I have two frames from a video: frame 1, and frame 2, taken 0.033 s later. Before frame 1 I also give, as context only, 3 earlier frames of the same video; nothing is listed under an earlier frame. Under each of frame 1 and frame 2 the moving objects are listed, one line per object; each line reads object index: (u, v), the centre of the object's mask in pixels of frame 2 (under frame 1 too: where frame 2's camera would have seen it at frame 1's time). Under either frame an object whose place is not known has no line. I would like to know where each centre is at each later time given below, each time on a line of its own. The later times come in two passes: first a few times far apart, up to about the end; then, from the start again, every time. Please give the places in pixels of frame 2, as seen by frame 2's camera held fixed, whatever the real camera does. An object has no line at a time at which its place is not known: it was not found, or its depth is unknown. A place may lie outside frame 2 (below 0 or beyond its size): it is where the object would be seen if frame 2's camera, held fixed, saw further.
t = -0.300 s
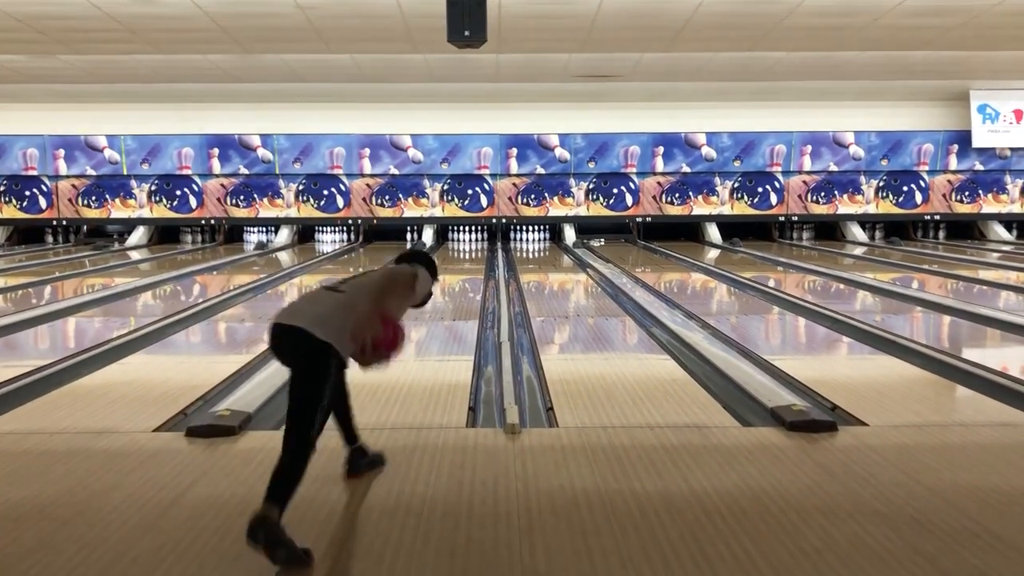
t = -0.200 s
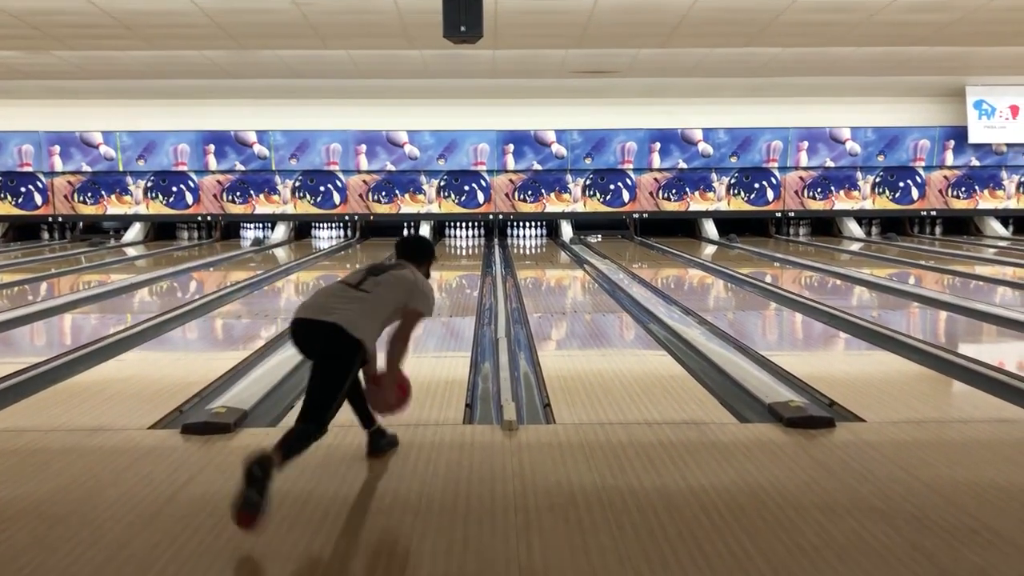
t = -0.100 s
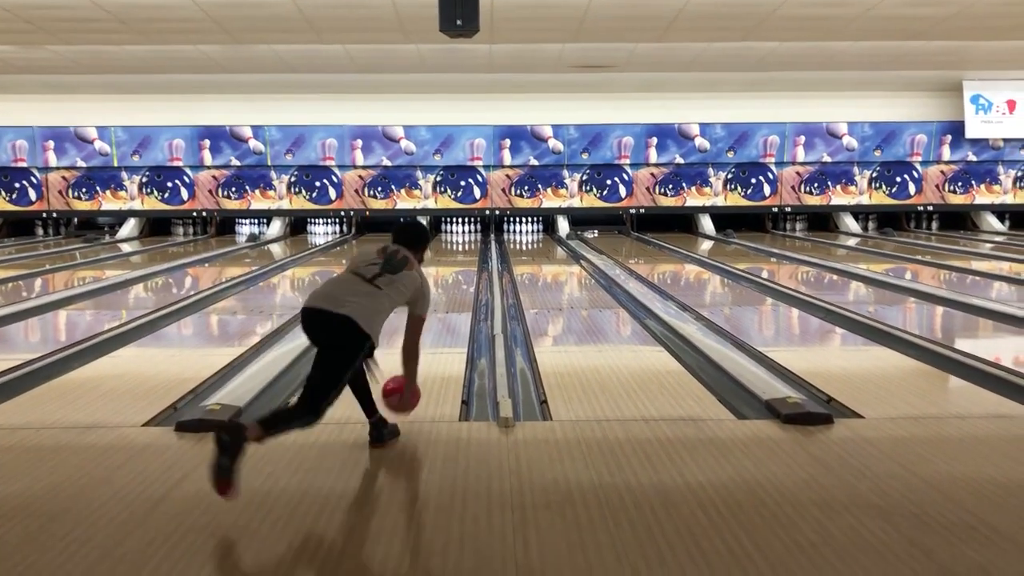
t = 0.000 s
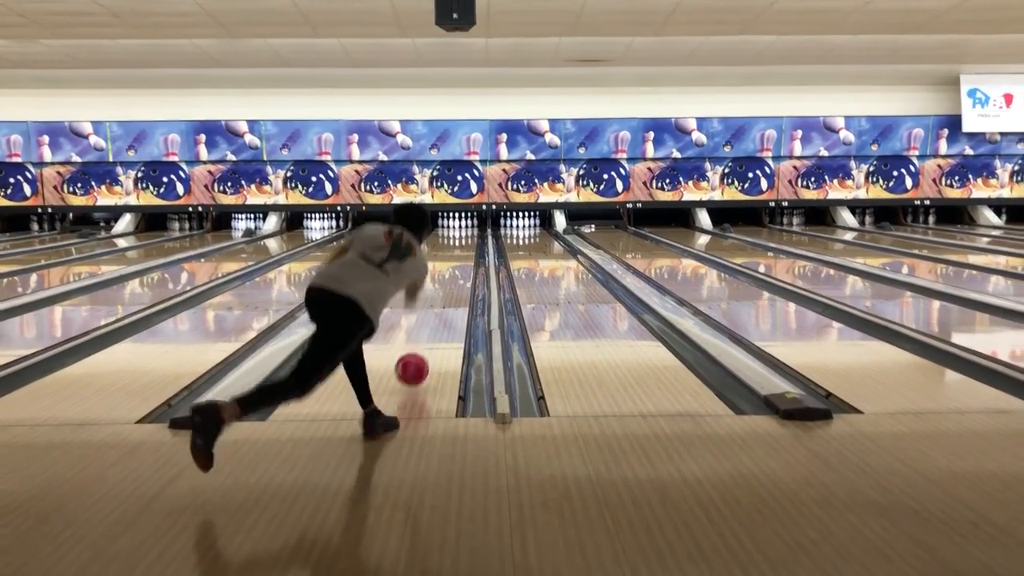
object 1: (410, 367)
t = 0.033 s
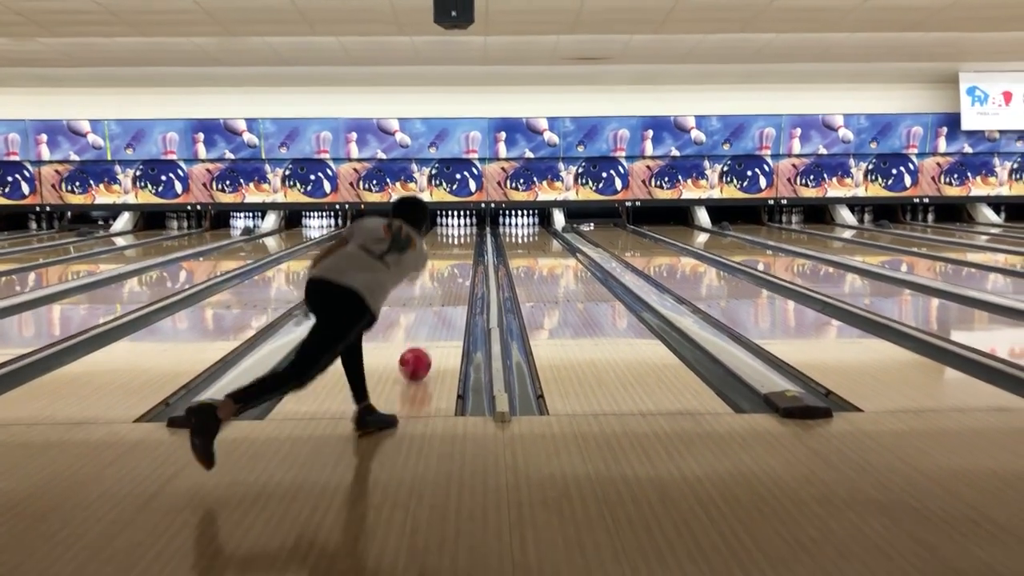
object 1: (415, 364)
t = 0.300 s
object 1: (438, 314)
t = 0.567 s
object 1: (451, 285)
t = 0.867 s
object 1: (458, 263)
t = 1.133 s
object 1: (461, 251)
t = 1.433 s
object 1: (463, 240)
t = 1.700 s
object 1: (463, 233)
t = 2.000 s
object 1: (461, 226)
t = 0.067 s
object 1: (419, 355)
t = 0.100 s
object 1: (422, 348)
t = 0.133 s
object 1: (425, 342)
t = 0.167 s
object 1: (428, 336)
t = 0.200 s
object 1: (431, 329)
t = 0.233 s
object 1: (434, 324)
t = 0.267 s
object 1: (436, 319)
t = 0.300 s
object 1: (438, 314)
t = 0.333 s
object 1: (440, 310)
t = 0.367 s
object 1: (442, 305)
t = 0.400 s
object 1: (443, 302)
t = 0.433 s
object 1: (445, 298)
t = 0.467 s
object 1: (447, 295)
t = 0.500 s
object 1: (448, 291)
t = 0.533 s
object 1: (450, 289)
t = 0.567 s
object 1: (451, 285)
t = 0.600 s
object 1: (452, 283)
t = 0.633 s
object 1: (453, 280)
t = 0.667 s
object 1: (454, 277)
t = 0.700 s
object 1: (454, 275)
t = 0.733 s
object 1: (455, 272)
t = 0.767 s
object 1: (456, 270)
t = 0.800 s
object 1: (457, 268)
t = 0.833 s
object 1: (457, 265)
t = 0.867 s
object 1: (458, 263)
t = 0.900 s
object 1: (459, 261)
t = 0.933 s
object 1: (459, 259)
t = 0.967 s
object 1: (459, 258)
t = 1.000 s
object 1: (460, 257)
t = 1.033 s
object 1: (460, 255)
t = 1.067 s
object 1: (461, 254)
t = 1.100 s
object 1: (461, 252)
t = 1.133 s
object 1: (461, 251)
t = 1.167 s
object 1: (462, 250)
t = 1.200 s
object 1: (462, 248)
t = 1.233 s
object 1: (462, 247)
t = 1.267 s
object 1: (463, 245)
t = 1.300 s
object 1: (462, 244)
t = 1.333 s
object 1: (463, 243)
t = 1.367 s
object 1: (463, 242)
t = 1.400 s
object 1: (463, 241)
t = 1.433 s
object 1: (463, 240)
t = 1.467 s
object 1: (463, 240)
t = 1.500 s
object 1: (464, 238)
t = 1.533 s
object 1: (464, 238)
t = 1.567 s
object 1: (464, 236)
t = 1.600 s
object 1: (463, 236)
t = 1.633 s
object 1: (463, 234)
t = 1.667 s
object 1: (463, 234)
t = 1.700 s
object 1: (463, 233)
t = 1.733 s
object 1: (463, 231)
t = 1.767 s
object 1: (463, 232)
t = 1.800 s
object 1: (463, 231)
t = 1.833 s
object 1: (462, 230)
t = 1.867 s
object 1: (462, 229)
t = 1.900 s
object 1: (462, 228)
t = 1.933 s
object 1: (462, 227)
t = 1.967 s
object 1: (461, 227)
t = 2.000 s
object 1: (461, 226)
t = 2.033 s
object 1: (461, 226)
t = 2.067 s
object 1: (461, 225)
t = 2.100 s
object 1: (460, 224)
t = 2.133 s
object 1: (459, 224)
